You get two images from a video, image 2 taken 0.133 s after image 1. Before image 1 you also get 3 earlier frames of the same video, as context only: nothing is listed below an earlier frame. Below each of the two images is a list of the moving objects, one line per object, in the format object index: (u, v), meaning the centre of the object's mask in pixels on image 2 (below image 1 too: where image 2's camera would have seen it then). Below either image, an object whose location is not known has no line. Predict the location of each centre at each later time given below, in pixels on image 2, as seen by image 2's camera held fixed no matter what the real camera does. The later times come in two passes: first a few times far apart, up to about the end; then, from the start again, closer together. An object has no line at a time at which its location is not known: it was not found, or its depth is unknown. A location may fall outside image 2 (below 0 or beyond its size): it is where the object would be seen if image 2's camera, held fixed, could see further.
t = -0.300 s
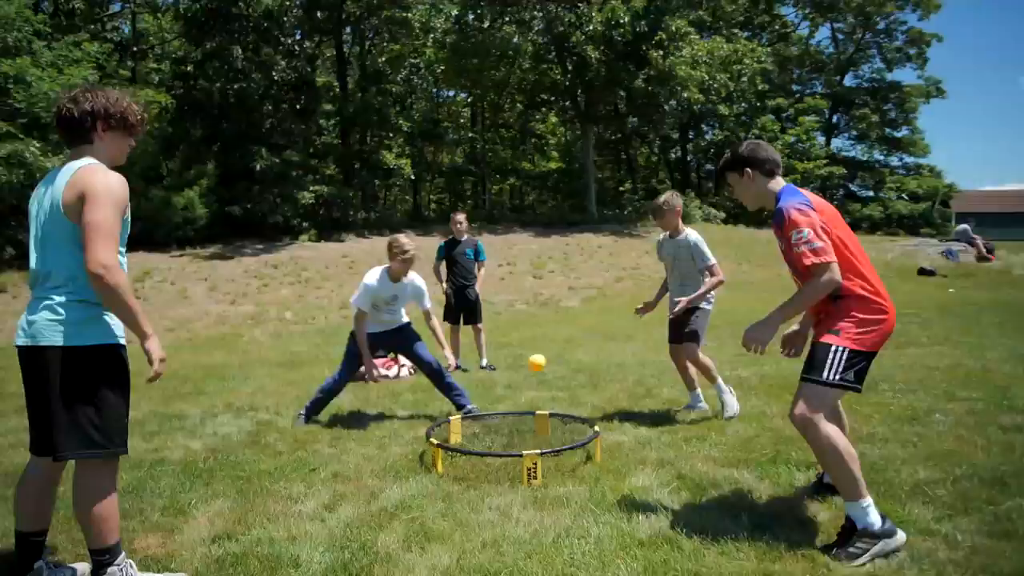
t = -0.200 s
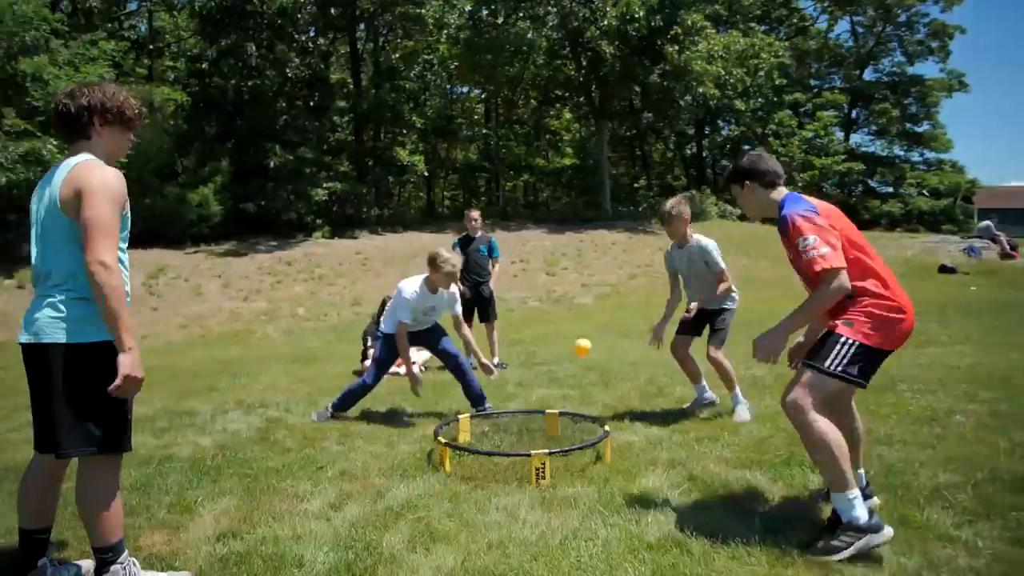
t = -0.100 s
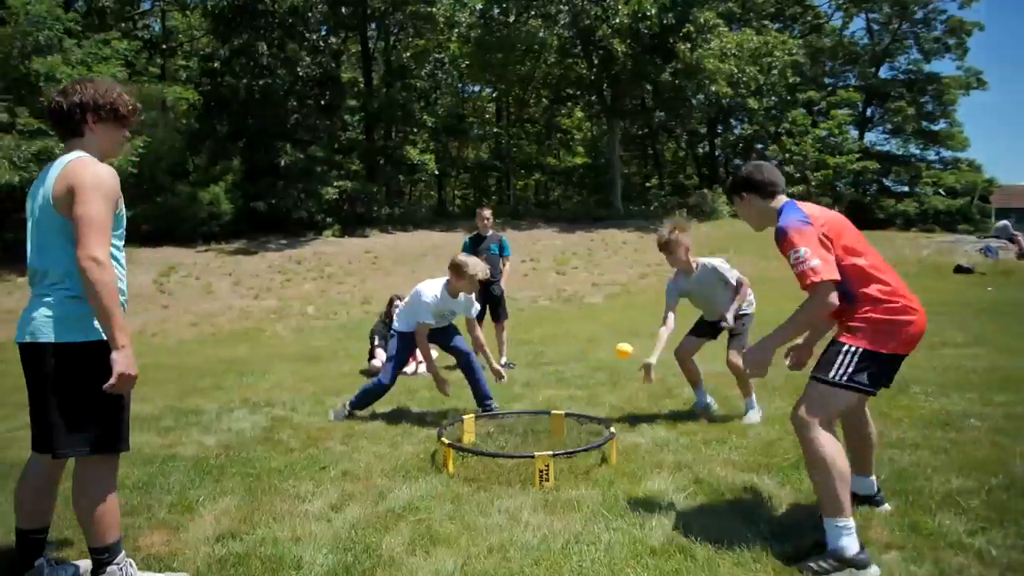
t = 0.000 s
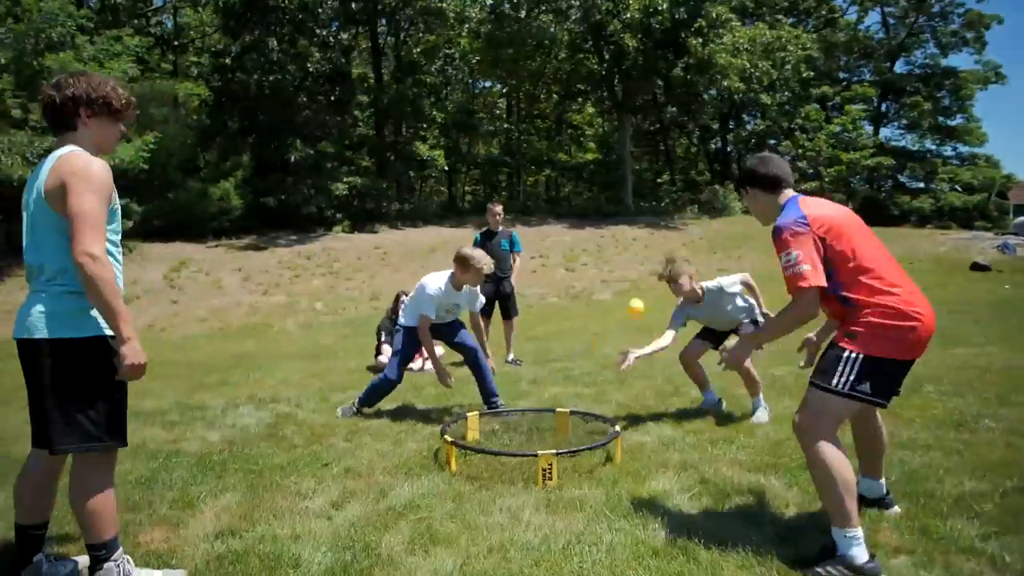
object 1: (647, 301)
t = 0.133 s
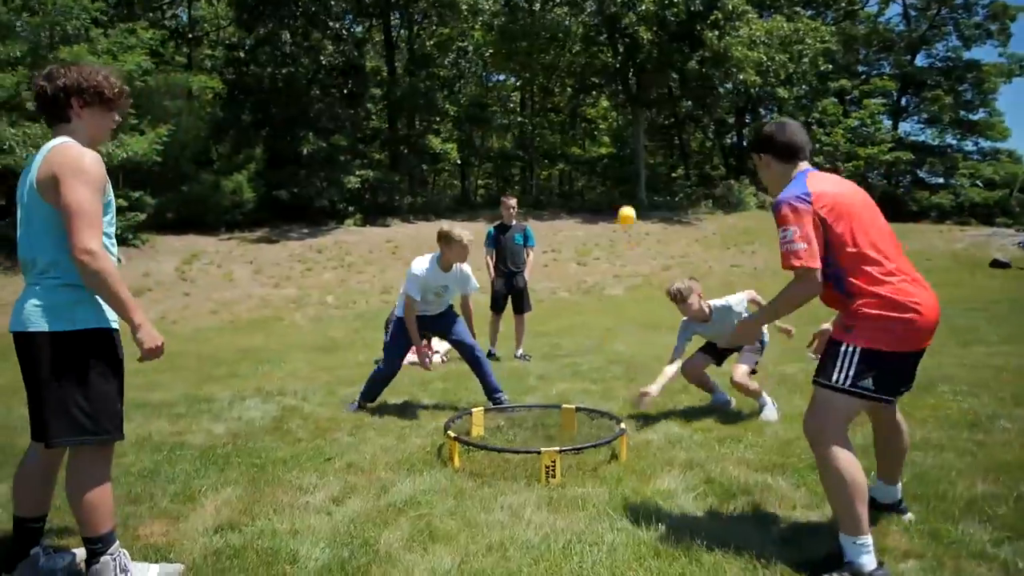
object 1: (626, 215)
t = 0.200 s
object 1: (616, 183)
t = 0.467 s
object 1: (579, 117)
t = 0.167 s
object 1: (622, 199)
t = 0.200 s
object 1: (616, 183)
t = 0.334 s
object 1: (597, 134)
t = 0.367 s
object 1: (592, 126)
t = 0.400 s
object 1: (588, 120)
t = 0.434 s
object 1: (583, 118)
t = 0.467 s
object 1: (579, 117)
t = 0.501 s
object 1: (574, 118)
